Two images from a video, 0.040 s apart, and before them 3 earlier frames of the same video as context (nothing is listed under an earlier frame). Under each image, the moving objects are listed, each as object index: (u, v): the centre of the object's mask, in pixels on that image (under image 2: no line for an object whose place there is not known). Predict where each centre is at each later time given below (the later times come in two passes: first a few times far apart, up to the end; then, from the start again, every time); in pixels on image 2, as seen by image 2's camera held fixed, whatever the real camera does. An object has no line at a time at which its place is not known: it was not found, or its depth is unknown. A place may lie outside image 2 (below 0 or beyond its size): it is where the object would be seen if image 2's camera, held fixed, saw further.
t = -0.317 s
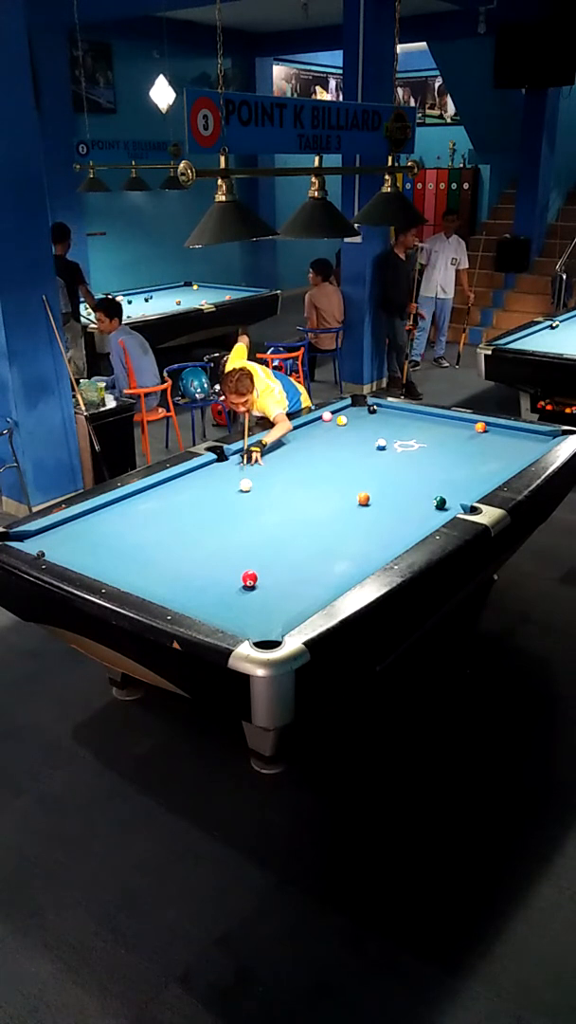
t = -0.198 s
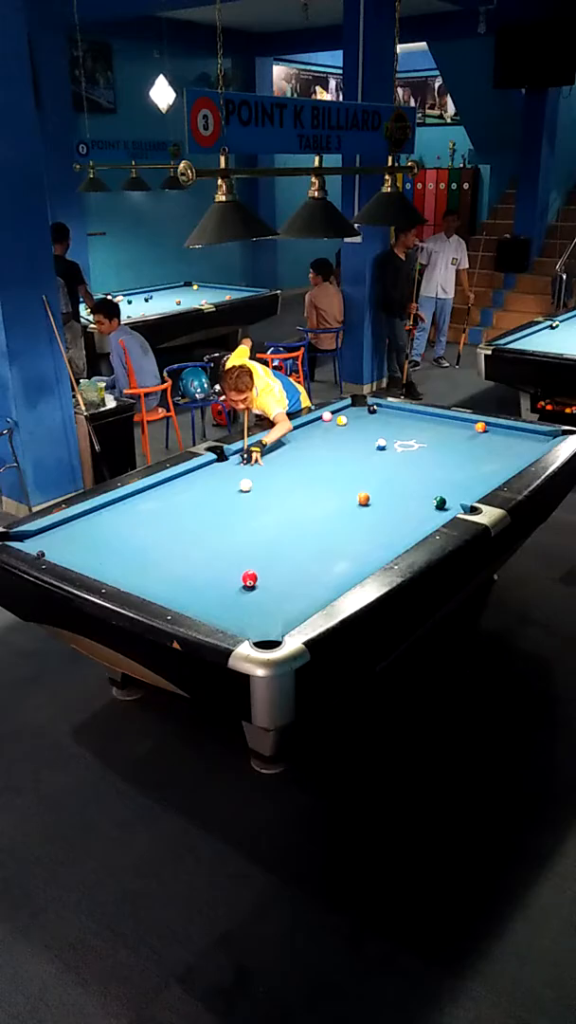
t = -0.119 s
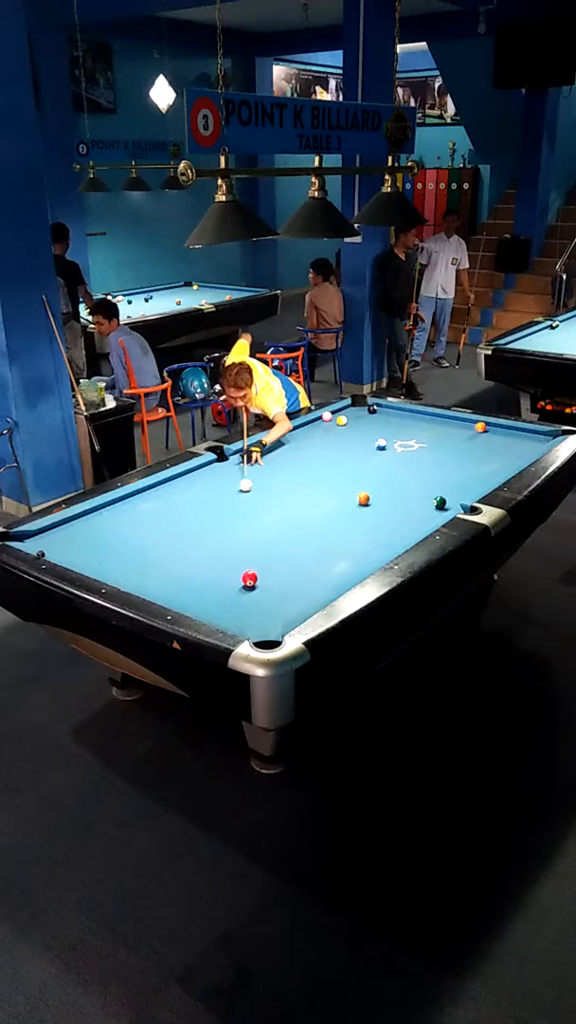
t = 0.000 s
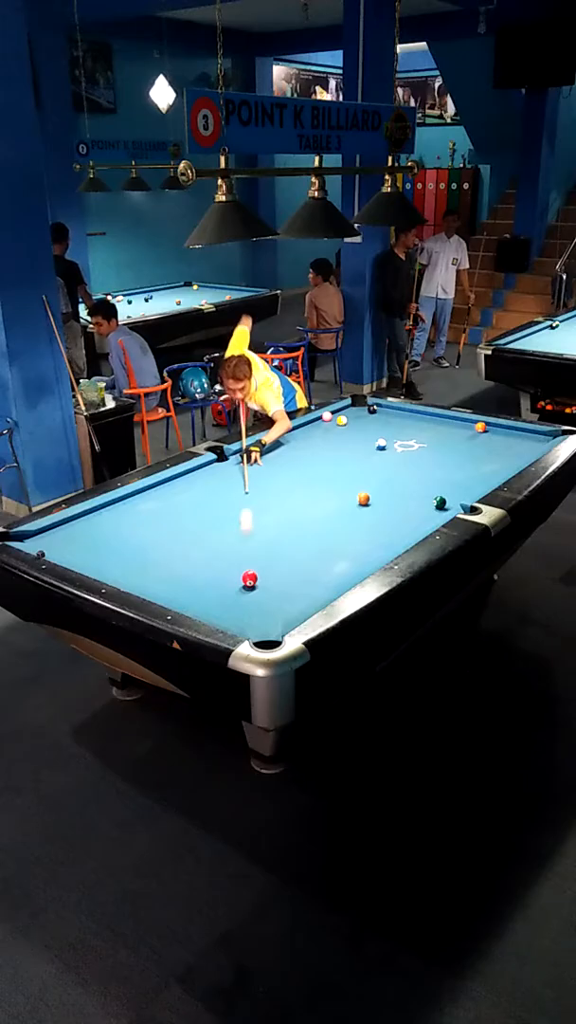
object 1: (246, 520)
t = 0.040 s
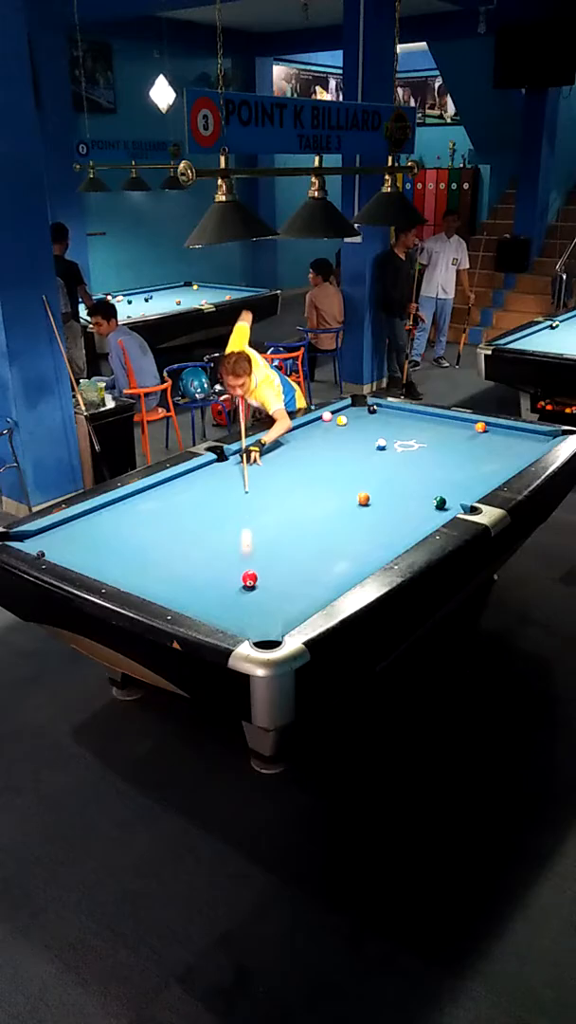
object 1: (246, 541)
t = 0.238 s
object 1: (229, 570)
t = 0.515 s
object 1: (203, 562)
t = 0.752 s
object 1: (184, 555)
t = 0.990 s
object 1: (166, 549)
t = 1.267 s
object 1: (147, 542)
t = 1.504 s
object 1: (133, 537)
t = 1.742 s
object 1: (119, 532)
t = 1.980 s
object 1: (107, 528)
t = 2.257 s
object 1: (95, 523)
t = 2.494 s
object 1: (85, 520)
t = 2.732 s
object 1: (80, 517)
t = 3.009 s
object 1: (86, 519)
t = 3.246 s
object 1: (91, 520)
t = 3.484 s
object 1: (95, 521)
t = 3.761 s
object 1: (98, 522)
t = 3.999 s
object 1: (100, 522)
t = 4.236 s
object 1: (101, 522)
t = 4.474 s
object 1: (101, 522)
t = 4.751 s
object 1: (101, 522)
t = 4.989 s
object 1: (101, 522)
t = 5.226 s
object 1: (101, 522)
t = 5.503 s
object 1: (101, 522)
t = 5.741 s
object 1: (101, 522)
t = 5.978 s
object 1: (101, 522)
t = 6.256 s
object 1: (101, 522)
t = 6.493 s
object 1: (101, 522)
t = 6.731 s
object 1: (101, 522)
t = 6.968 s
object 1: (101, 522)
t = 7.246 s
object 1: (101, 522)
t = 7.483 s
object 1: (101, 522)
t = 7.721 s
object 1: (101, 522)
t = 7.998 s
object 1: (101, 522)
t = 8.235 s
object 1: (101, 522)
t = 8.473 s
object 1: (101, 522)
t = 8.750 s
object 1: (101, 522)
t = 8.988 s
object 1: (101, 522)
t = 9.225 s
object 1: (101, 522)
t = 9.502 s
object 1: (101, 522)
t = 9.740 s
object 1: (101, 522)
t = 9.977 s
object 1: (101, 522)
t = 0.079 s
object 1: (246, 561)
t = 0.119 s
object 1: (243, 571)
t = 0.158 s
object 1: (238, 571)
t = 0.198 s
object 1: (233, 571)
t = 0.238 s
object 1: (229, 570)
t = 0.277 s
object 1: (226, 569)
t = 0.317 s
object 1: (222, 568)
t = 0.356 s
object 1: (218, 566)
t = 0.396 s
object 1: (214, 565)
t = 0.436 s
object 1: (211, 564)
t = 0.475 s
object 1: (207, 563)
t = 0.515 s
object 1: (203, 562)
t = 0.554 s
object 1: (200, 560)
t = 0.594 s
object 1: (197, 559)
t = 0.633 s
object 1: (193, 558)
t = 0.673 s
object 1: (190, 557)
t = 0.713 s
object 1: (187, 556)
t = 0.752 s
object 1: (184, 555)
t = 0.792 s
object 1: (181, 554)
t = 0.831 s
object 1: (178, 553)
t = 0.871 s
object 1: (175, 552)
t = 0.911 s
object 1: (172, 551)
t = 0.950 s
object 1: (169, 550)
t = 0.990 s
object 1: (166, 549)
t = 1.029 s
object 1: (163, 548)
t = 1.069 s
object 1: (160, 547)
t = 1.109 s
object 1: (158, 546)
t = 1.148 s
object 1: (155, 545)
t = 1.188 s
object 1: (152, 544)
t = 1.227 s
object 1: (150, 543)
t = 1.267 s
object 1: (147, 542)
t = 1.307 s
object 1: (145, 541)
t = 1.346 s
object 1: (142, 540)
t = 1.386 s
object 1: (140, 539)
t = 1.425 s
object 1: (137, 538)
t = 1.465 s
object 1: (135, 538)
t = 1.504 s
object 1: (133, 537)
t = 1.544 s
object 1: (130, 536)
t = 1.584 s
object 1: (128, 535)
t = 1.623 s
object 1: (126, 534)
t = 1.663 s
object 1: (124, 534)
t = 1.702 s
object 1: (121, 533)
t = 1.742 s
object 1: (119, 532)
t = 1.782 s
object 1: (117, 531)
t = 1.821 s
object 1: (115, 531)
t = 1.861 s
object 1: (113, 530)
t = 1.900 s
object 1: (111, 529)
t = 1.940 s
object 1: (109, 528)
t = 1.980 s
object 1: (107, 528)
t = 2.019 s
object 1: (105, 527)
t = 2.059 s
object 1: (103, 526)
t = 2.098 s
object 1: (102, 526)
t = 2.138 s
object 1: (100, 525)
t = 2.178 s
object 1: (98, 524)
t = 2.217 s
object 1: (96, 524)
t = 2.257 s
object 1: (95, 523)
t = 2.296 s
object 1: (93, 523)
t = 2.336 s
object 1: (91, 522)
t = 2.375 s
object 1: (90, 522)
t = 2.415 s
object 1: (88, 521)
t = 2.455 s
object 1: (86, 520)
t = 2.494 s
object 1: (85, 520)
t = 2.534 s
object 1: (83, 519)
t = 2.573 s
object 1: (82, 518)
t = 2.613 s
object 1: (81, 518)
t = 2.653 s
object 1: (79, 517)
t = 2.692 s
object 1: (79, 517)
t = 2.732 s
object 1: (80, 517)
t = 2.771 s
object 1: (81, 517)
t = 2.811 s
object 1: (82, 518)
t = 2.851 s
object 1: (83, 518)
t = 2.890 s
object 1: (84, 518)
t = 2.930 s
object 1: (85, 518)
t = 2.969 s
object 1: (85, 519)
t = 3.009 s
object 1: (86, 519)
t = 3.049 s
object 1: (87, 519)
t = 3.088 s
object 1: (88, 519)
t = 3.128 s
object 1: (89, 520)
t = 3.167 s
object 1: (89, 520)
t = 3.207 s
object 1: (90, 520)
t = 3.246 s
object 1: (91, 520)
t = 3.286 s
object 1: (92, 520)
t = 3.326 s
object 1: (92, 521)
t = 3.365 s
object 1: (93, 521)
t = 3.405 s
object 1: (94, 521)
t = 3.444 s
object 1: (94, 521)
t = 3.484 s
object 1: (95, 521)
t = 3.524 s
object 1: (96, 521)
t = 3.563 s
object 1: (96, 521)
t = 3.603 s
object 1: (97, 521)
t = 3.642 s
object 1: (97, 522)
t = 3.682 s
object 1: (98, 522)
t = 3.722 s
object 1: (98, 522)
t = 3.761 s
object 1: (98, 522)
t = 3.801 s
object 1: (99, 522)
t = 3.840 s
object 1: (99, 522)
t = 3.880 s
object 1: (99, 522)
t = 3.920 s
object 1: (100, 522)
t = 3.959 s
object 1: (100, 522)
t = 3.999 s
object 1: (100, 522)
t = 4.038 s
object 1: (100, 522)
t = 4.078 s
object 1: (100, 522)
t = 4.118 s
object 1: (100, 522)
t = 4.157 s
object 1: (101, 522)
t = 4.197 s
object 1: (101, 522)
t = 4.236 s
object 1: (101, 522)
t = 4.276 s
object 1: (101, 522)
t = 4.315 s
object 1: (101, 522)
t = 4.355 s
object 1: (101, 522)
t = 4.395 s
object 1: (101, 522)
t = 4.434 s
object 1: (101, 522)
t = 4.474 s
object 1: (101, 522)
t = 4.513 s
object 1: (101, 522)
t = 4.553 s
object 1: (101, 522)
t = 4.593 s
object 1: (101, 522)
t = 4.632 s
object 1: (101, 522)
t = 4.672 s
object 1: (101, 522)
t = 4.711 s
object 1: (101, 522)
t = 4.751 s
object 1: (101, 522)
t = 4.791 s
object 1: (101, 522)
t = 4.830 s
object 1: (101, 522)
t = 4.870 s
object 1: (101, 522)
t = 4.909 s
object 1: (101, 522)
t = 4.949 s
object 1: (101, 522)
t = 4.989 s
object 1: (101, 522)
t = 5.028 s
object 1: (101, 522)
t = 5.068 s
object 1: (101, 522)
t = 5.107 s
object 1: (101, 522)
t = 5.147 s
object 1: (101, 522)
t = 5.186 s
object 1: (101, 522)
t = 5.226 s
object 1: (101, 522)
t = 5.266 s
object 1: (101, 522)
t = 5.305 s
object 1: (101, 522)
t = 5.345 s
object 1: (101, 522)
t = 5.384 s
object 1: (101, 522)
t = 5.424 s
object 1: (101, 522)
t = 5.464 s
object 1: (101, 522)
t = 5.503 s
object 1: (101, 522)
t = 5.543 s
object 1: (101, 522)
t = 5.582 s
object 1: (101, 522)
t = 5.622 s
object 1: (101, 522)
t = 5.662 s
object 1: (101, 522)
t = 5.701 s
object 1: (101, 522)
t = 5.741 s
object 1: (101, 522)
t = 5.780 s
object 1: (101, 522)
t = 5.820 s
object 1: (101, 522)
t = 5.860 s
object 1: (101, 522)
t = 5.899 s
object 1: (101, 522)
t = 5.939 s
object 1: (101, 522)
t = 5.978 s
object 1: (101, 522)
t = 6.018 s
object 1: (101, 522)
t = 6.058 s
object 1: (101, 522)
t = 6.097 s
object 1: (101, 522)
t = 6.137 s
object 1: (101, 522)
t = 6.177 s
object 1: (101, 522)
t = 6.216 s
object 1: (101, 522)
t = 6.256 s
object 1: (101, 522)
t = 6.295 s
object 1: (101, 522)
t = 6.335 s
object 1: (101, 522)
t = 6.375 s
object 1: (101, 522)
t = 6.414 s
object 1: (101, 522)
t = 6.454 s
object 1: (101, 522)
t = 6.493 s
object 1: (101, 522)
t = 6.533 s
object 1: (101, 522)
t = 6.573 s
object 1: (101, 522)
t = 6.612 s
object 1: (101, 522)
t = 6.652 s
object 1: (101, 522)
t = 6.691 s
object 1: (101, 522)
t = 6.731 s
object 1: (101, 522)
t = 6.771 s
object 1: (101, 522)
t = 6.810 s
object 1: (101, 522)
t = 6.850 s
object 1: (101, 522)
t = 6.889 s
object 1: (101, 522)
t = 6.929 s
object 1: (101, 522)
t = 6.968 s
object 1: (101, 522)
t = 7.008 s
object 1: (101, 522)
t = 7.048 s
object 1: (101, 522)
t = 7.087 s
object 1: (101, 522)
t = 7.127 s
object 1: (101, 522)
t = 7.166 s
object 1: (101, 522)
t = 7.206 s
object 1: (101, 522)
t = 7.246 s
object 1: (101, 522)
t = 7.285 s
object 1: (101, 522)
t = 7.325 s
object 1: (101, 522)
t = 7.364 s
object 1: (101, 522)
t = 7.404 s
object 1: (101, 522)
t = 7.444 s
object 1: (101, 522)
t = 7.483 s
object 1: (101, 522)
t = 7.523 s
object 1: (101, 522)
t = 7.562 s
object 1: (101, 522)
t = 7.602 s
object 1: (101, 522)
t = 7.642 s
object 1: (101, 522)
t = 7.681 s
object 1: (101, 522)
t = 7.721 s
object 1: (101, 522)
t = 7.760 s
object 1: (101, 522)
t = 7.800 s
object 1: (101, 522)
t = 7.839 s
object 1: (101, 522)
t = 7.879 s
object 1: (101, 522)
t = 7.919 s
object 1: (101, 522)
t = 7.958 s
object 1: (101, 522)
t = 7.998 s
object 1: (101, 522)
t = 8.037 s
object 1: (101, 522)
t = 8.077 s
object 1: (101, 522)
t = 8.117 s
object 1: (101, 522)
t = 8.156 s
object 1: (101, 522)
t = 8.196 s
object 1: (101, 522)
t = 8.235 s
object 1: (101, 522)
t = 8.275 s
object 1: (101, 522)
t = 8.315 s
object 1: (101, 522)
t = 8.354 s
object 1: (101, 522)
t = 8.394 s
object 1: (101, 522)
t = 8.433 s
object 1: (101, 522)
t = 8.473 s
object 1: (101, 522)
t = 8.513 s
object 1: (101, 522)
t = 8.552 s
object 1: (101, 522)
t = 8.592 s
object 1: (101, 522)
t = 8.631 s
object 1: (101, 522)
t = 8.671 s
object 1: (101, 522)
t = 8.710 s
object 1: (101, 522)
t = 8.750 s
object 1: (101, 522)
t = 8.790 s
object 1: (101, 522)
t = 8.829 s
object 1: (101, 522)
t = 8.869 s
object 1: (101, 522)
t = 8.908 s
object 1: (101, 522)
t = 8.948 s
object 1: (101, 522)
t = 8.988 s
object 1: (101, 522)
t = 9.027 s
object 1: (101, 522)
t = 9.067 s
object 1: (101, 522)
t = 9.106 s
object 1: (101, 522)
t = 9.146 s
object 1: (101, 522)
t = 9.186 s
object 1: (101, 522)
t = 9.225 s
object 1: (101, 522)
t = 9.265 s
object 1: (101, 522)
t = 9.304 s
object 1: (101, 522)
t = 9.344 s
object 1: (101, 522)
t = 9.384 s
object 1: (101, 522)
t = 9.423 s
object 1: (101, 522)
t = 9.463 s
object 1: (101, 522)
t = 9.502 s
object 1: (101, 522)
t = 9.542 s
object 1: (101, 522)
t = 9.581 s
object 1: (101, 522)
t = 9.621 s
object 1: (101, 522)
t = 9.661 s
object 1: (101, 522)
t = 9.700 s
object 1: (101, 522)
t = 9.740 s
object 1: (101, 522)
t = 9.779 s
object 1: (101, 522)
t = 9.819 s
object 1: (101, 522)
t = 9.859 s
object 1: (101, 522)
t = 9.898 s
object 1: (101, 522)
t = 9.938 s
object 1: (101, 522)
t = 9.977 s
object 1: (101, 522)
